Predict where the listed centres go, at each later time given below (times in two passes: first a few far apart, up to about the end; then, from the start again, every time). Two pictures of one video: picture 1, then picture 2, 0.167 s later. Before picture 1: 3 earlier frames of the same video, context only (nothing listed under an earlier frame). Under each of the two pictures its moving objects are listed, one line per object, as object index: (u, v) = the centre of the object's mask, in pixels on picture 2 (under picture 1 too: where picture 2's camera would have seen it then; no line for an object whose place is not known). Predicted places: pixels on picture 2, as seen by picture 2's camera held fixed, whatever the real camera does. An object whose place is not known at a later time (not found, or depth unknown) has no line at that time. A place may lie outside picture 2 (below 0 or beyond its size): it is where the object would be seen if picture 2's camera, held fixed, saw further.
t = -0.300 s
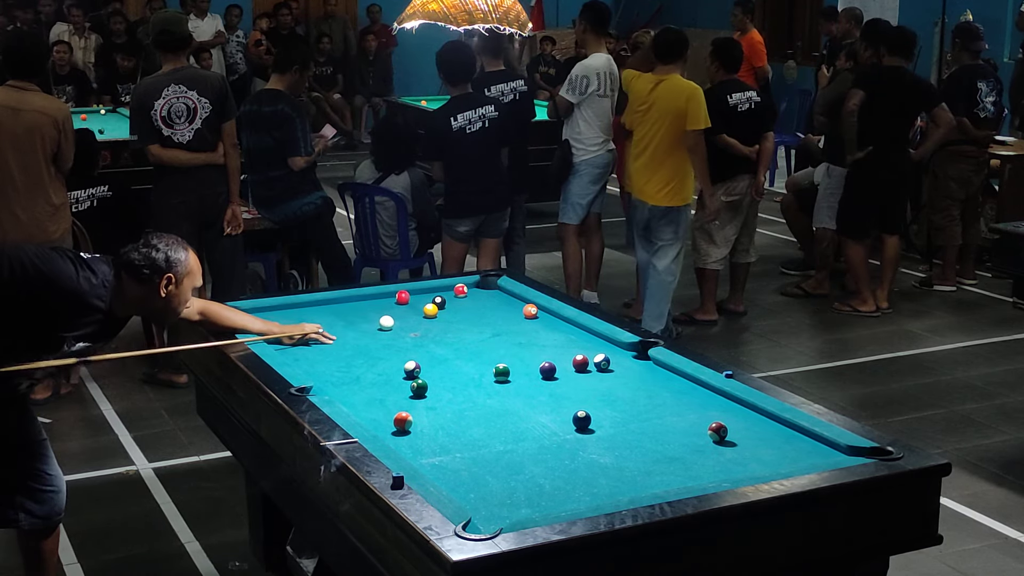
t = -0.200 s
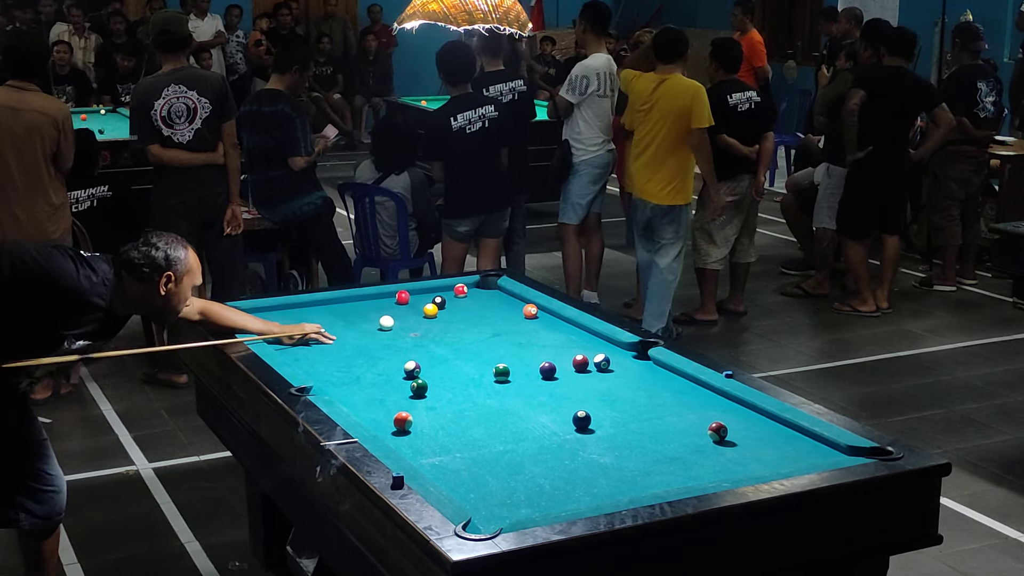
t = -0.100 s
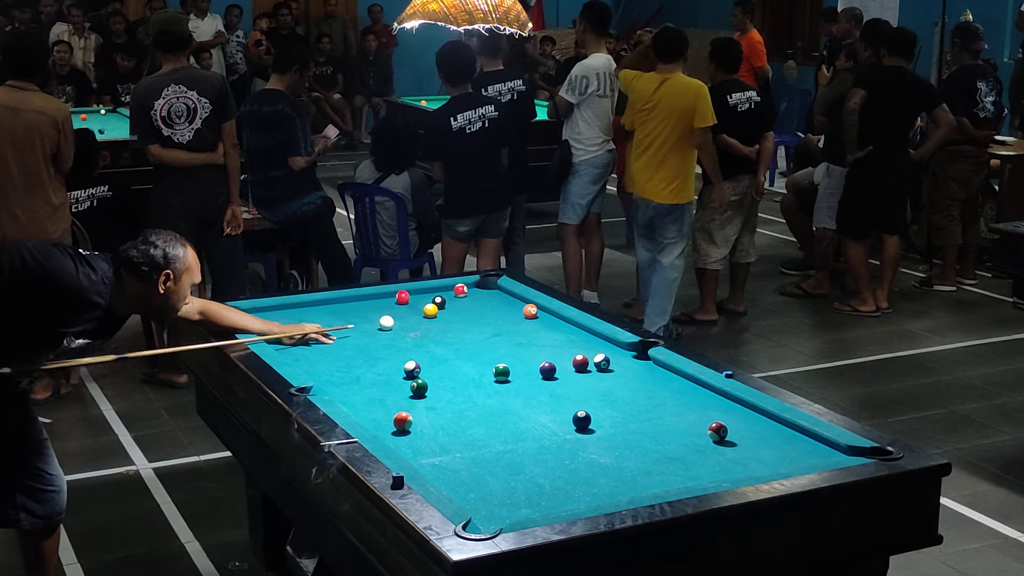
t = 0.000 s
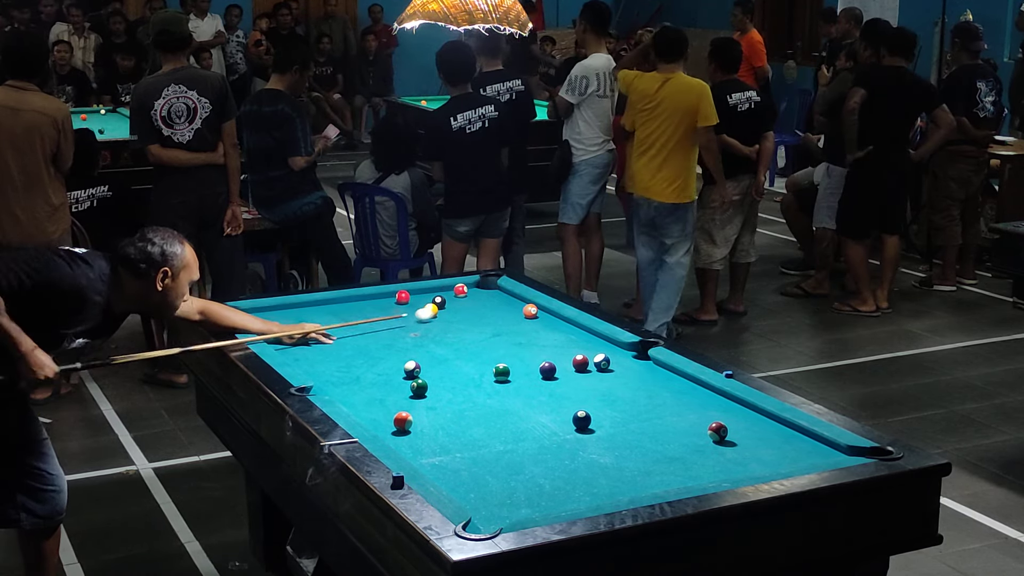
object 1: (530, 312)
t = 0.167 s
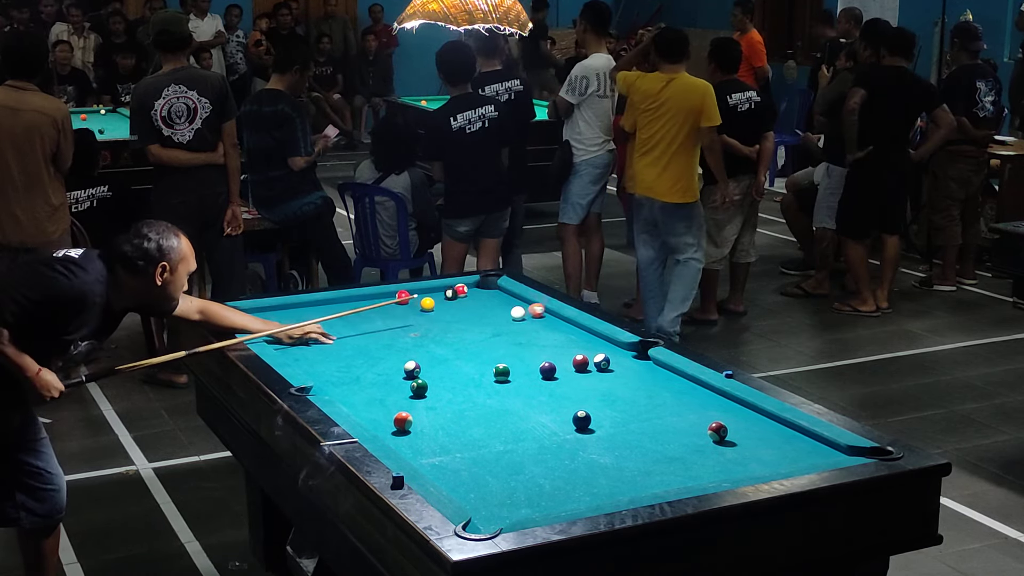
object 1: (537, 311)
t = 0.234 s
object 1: (531, 310)
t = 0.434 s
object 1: (474, 319)
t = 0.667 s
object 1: (410, 328)
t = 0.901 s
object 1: (344, 337)
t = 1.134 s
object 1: (278, 344)
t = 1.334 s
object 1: (316, 341)
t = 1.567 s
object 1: (365, 336)
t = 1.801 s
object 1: (410, 331)
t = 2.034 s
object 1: (452, 326)
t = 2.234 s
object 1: (476, 324)
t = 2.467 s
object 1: (484, 325)
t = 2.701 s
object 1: (491, 325)
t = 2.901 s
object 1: (496, 326)
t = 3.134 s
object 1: (499, 326)
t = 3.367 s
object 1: (500, 326)
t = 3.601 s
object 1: (501, 327)
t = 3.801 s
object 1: (501, 326)
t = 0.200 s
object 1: (538, 311)
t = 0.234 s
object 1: (531, 310)
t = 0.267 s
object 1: (518, 312)
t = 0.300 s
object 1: (510, 314)
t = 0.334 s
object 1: (502, 316)
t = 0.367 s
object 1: (493, 317)
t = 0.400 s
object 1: (483, 318)
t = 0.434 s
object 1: (474, 319)
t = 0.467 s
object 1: (465, 320)
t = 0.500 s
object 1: (456, 322)
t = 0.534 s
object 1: (447, 323)
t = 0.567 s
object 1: (437, 324)
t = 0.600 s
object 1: (428, 326)
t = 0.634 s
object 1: (419, 327)
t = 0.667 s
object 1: (410, 328)
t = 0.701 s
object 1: (400, 329)
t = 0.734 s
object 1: (391, 330)
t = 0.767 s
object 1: (382, 332)
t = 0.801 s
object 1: (372, 333)
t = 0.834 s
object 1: (363, 334)
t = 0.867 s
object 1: (354, 335)
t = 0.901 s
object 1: (344, 337)
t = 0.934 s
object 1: (334, 338)
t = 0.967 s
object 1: (325, 339)
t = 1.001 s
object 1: (315, 341)
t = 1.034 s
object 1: (305, 342)
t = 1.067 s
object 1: (296, 343)
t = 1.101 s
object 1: (286, 344)
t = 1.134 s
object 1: (278, 344)
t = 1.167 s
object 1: (279, 344)
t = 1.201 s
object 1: (286, 345)
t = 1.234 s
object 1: (294, 344)
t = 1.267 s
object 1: (301, 343)
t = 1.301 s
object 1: (308, 342)
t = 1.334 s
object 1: (316, 341)
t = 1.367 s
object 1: (323, 341)
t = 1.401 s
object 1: (330, 340)
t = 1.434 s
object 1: (337, 339)
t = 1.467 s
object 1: (344, 338)
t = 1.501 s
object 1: (351, 337)
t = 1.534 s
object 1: (358, 337)
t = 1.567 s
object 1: (365, 336)
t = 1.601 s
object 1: (372, 335)
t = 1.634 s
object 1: (378, 334)
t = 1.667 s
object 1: (385, 333)
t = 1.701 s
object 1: (391, 333)
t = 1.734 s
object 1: (398, 332)
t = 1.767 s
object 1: (404, 331)
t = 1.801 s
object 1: (410, 331)
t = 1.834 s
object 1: (417, 330)
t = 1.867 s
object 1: (423, 329)
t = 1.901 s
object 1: (429, 329)
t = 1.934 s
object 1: (435, 328)
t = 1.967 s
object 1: (440, 327)
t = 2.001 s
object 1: (446, 326)
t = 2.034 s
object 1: (452, 326)
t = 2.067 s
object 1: (458, 325)
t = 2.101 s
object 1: (464, 324)
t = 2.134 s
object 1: (470, 324)
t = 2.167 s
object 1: (474, 323)
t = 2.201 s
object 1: (475, 324)
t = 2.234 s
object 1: (476, 324)
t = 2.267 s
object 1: (477, 324)
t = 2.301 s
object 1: (479, 324)
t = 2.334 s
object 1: (480, 324)
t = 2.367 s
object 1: (481, 324)
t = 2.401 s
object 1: (482, 324)
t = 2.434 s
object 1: (483, 324)
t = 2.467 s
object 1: (484, 325)
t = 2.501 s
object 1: (486, 325)
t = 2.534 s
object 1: (487, 325)
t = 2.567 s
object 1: (488, 325)
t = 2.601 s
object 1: (488, 325)
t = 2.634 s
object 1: (489, 325)
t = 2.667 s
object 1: (490, 325)
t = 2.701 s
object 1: (491, 325)
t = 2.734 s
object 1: (492, 325)
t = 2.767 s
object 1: (493, 325)
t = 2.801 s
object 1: (494, 326)
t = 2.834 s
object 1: (495, 326)
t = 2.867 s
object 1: (495, 326)
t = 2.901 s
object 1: (496, 326)
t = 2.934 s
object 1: (496, 326)
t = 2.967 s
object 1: (497, 326)
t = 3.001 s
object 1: (497, 326)
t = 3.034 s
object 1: (498, 326)
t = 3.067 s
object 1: (498, 326)
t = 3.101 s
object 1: (498, 326)
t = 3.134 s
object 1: (499, 326)
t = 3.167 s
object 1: (499, 326)
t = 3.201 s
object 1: (499, 326)
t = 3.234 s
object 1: (499, 326)
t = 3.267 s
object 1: (500, 326)
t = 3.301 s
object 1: (500, 326)
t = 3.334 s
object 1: (500, 326)
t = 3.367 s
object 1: (500, 326)
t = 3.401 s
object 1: (500, 327)
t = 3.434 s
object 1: (500, 327)
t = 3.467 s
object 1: (500, 327)
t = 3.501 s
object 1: (500, 326)
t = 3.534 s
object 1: (500, 327)
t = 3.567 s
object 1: (501, 326)
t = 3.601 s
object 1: (501, 327)
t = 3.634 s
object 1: (500, 327)
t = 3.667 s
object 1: (501, 326)
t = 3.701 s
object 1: (501, 326)
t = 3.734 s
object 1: (501, 326)
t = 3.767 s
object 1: (501, 326)
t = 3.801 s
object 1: (501, 326)
